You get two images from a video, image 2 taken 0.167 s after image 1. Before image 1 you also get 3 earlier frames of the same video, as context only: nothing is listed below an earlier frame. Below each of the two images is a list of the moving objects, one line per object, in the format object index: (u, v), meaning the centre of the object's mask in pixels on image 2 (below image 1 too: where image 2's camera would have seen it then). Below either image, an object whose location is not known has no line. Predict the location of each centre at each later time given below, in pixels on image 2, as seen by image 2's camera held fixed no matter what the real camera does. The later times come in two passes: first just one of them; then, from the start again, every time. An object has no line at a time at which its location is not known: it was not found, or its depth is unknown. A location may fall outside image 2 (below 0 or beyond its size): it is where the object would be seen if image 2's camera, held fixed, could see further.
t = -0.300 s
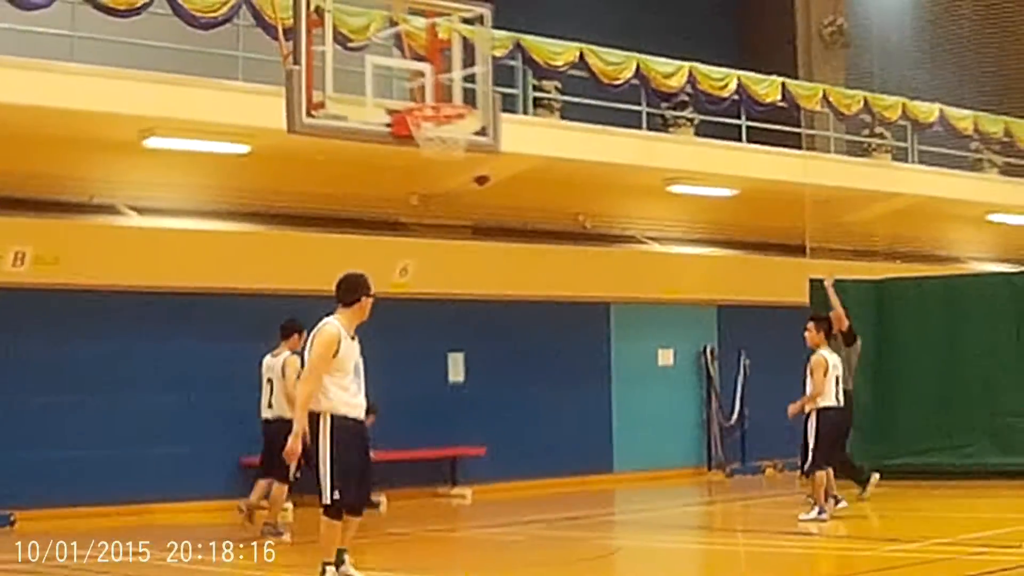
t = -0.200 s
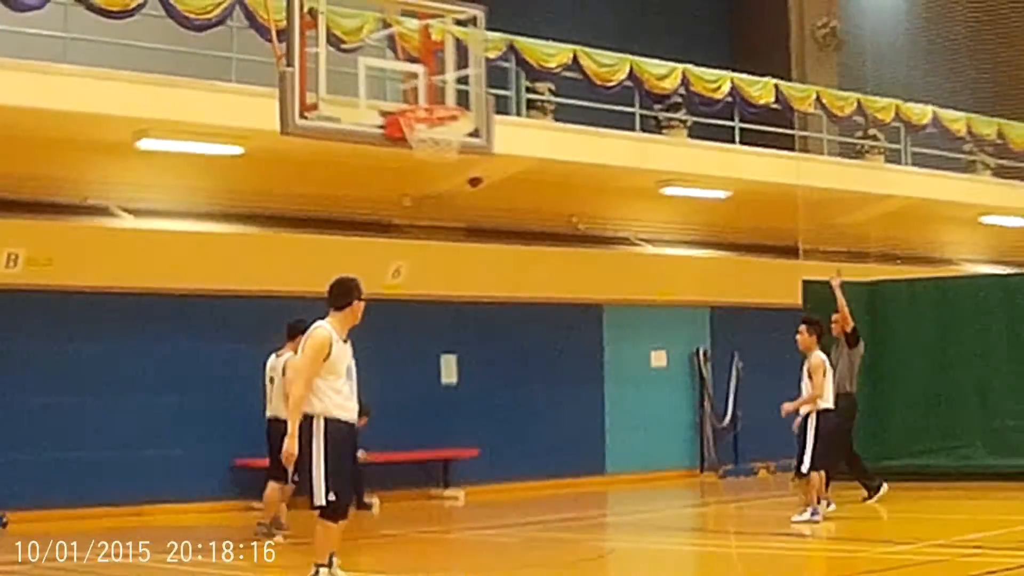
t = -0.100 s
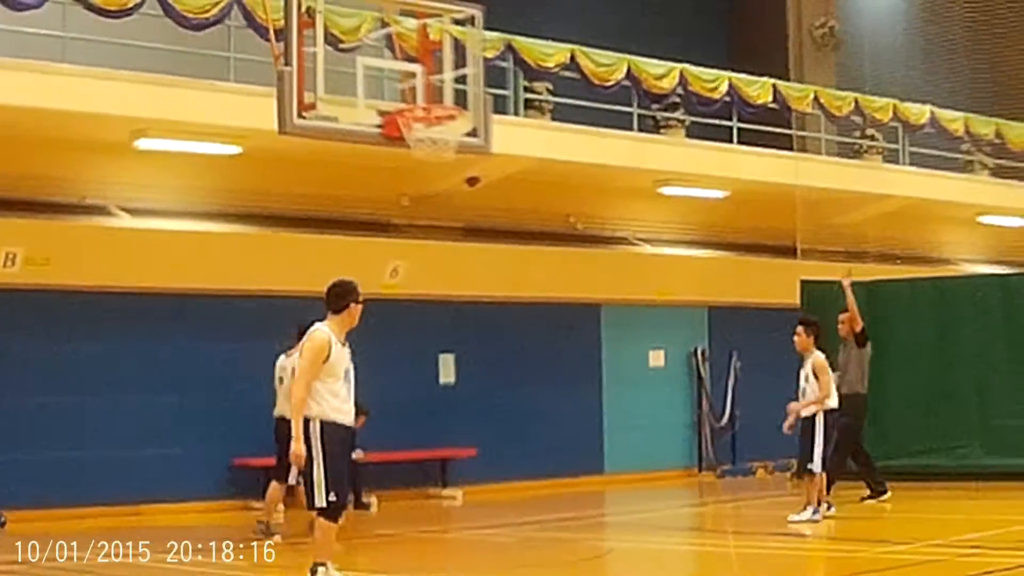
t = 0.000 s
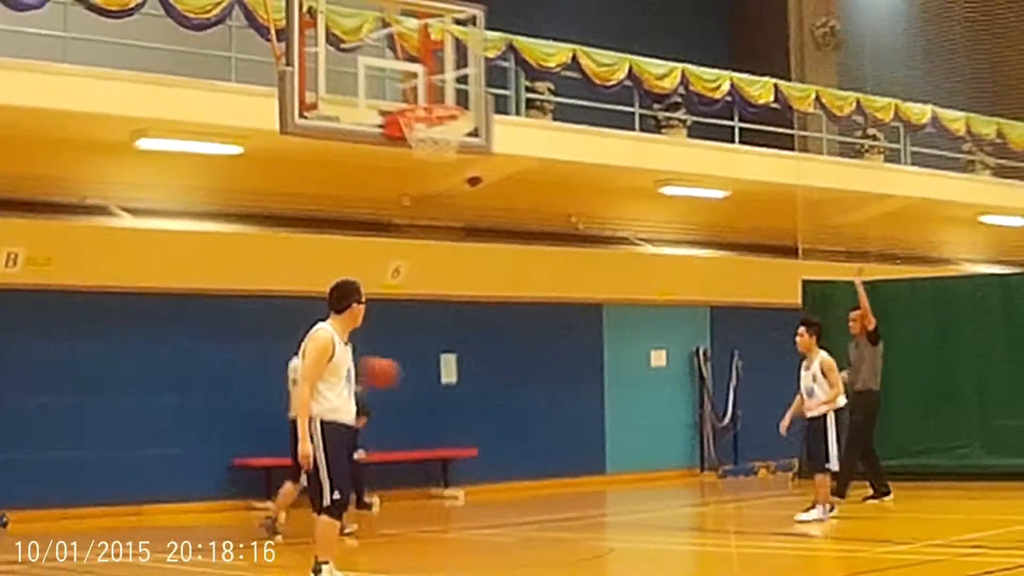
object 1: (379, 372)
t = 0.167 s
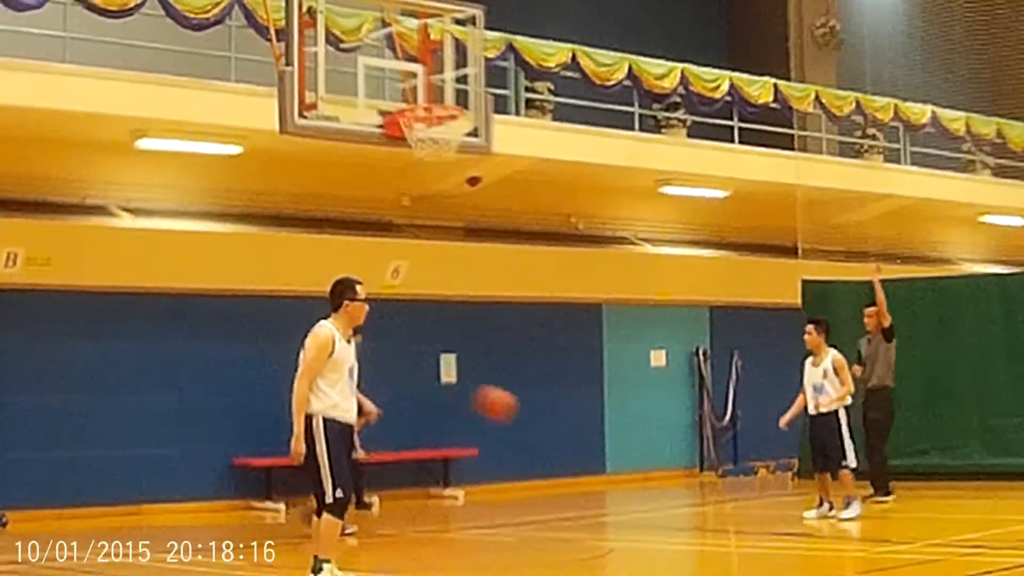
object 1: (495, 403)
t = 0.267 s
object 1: (567, 439)
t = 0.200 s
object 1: (519, 414)
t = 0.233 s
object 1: (543, 426)
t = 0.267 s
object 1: (567, 439)
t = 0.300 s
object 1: (588, 453)
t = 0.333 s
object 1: (612, 467)
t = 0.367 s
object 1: (635, 485)
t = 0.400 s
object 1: (659, 507)
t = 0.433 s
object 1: (675, 507)
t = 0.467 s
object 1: (686, 489)
